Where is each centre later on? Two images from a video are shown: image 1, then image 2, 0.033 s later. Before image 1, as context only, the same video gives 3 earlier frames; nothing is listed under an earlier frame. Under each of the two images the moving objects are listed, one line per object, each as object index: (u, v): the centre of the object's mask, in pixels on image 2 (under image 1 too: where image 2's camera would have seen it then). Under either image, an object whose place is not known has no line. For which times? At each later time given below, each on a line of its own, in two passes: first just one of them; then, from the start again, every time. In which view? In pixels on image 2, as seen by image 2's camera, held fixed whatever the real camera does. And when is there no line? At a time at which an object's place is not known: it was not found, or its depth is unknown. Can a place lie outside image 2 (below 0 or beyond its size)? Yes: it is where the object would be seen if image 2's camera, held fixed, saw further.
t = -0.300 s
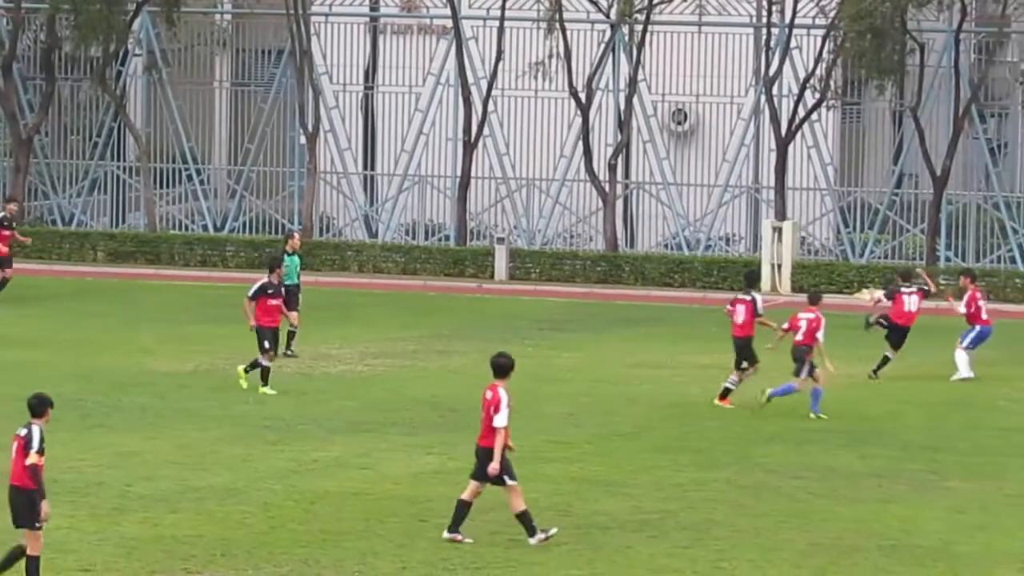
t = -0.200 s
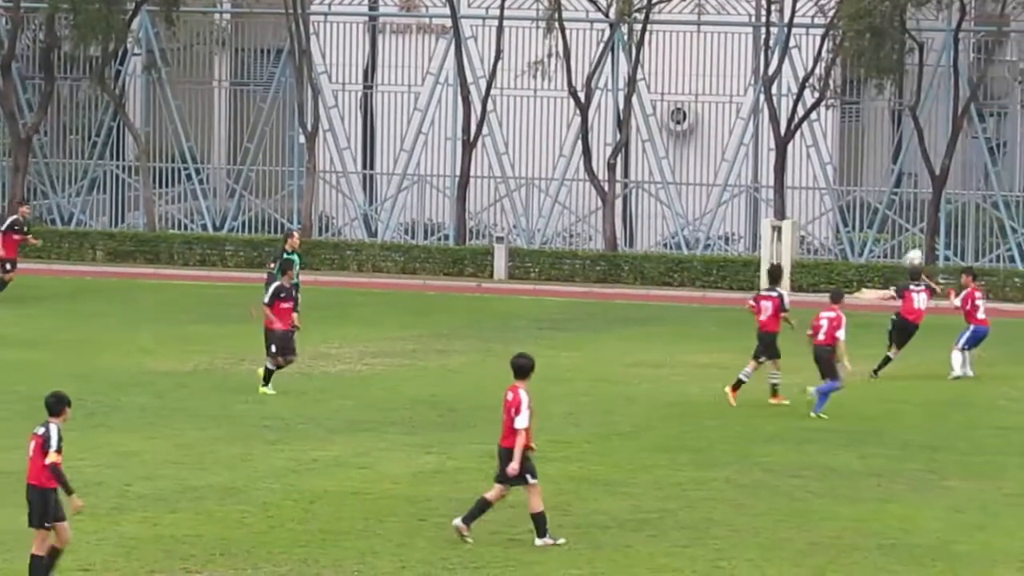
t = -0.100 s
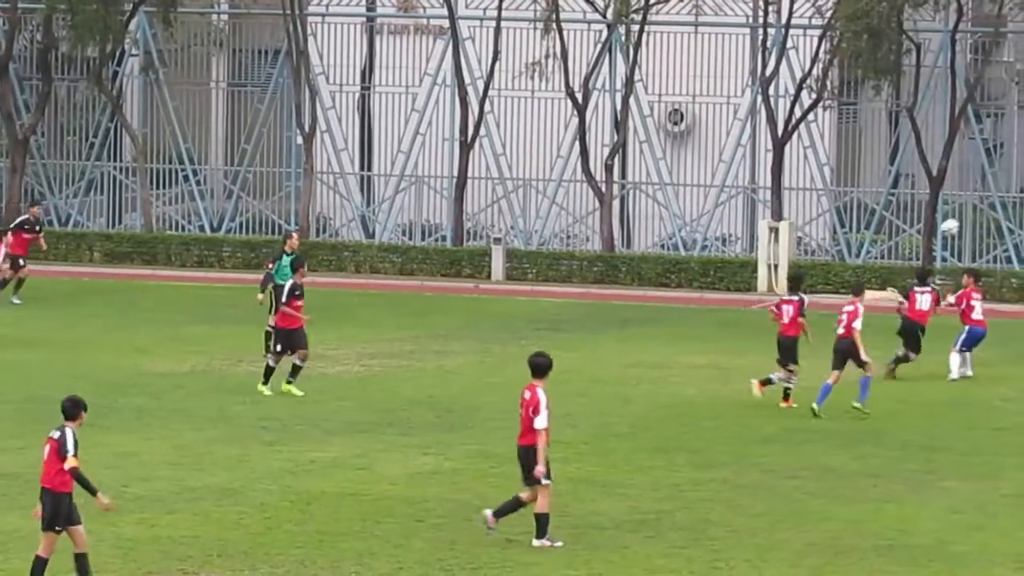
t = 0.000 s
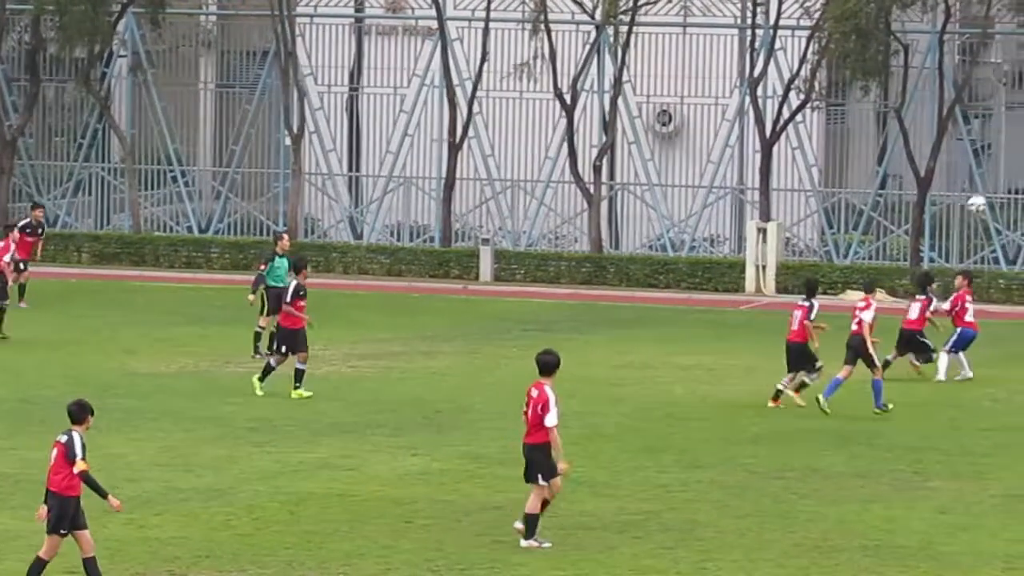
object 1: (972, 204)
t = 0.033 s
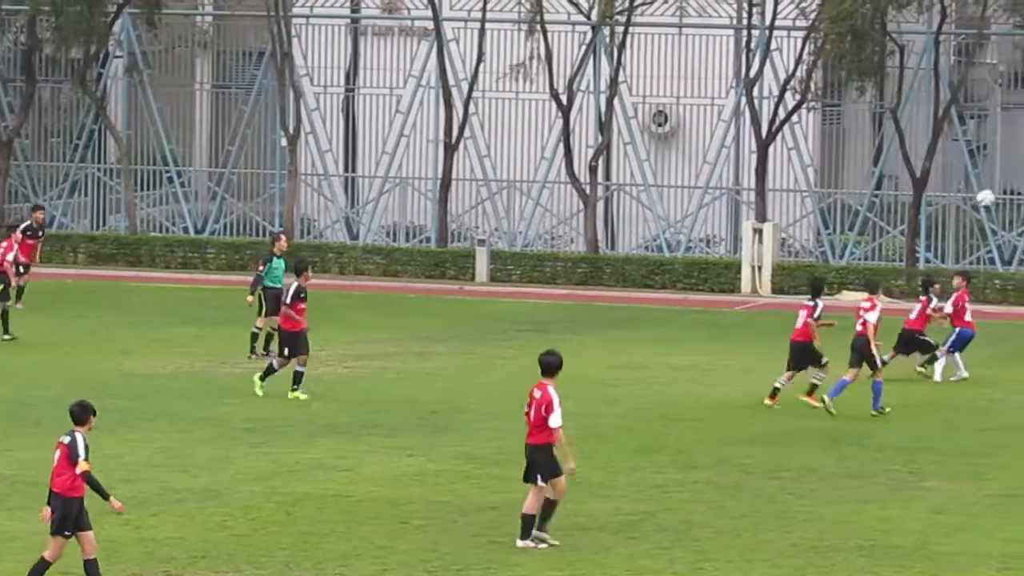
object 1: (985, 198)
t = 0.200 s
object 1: (1047, 178)
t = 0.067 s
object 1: (998, 191)
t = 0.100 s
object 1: (1010, 188)
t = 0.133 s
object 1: (1022, 183)
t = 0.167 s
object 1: (1035, 180)
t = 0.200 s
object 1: (1047, 178)
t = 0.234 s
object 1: (1059, 177)
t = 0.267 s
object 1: (1070, 176)
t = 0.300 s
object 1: (1082, 177)
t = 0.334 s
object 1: (1094, 178)
